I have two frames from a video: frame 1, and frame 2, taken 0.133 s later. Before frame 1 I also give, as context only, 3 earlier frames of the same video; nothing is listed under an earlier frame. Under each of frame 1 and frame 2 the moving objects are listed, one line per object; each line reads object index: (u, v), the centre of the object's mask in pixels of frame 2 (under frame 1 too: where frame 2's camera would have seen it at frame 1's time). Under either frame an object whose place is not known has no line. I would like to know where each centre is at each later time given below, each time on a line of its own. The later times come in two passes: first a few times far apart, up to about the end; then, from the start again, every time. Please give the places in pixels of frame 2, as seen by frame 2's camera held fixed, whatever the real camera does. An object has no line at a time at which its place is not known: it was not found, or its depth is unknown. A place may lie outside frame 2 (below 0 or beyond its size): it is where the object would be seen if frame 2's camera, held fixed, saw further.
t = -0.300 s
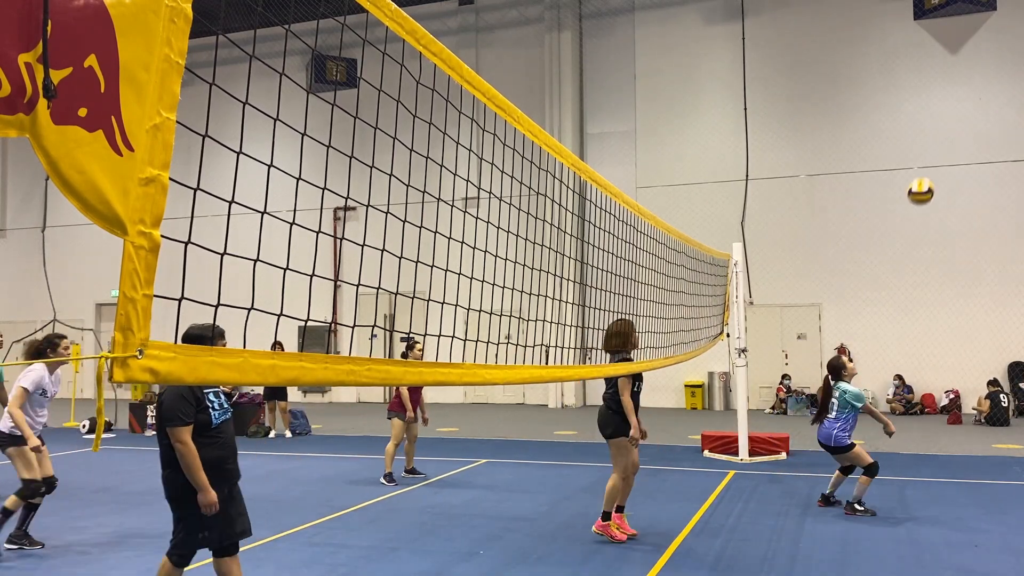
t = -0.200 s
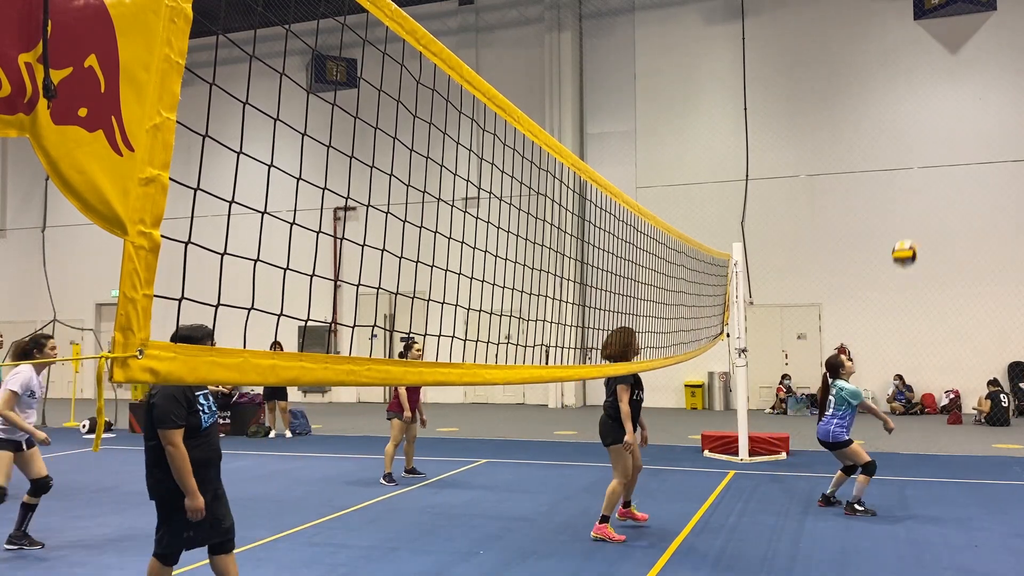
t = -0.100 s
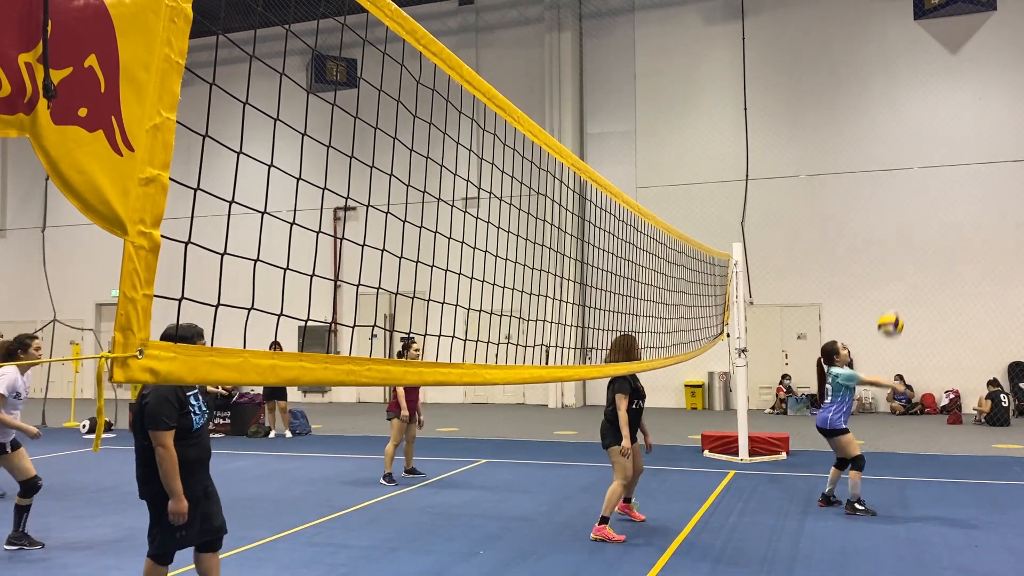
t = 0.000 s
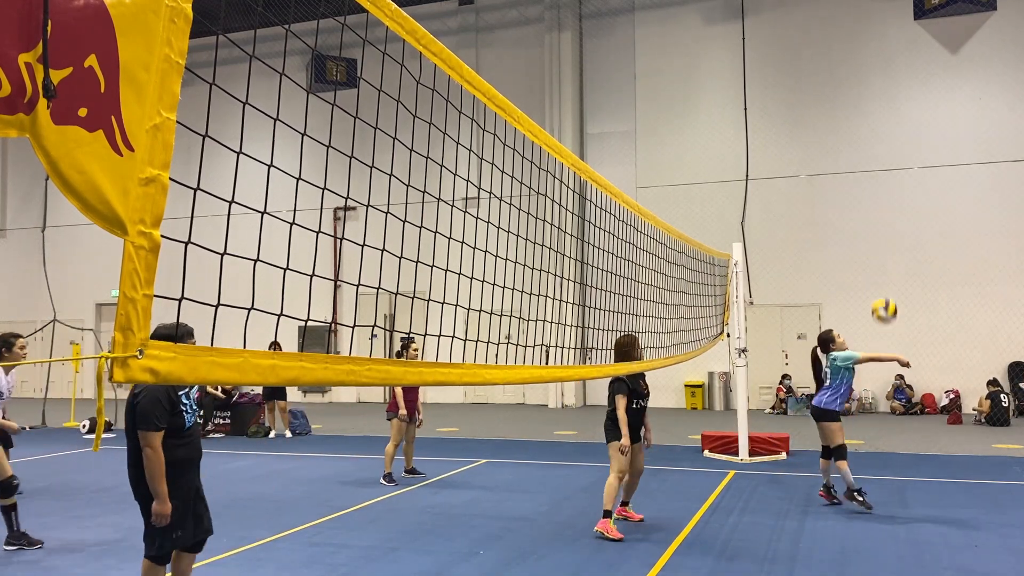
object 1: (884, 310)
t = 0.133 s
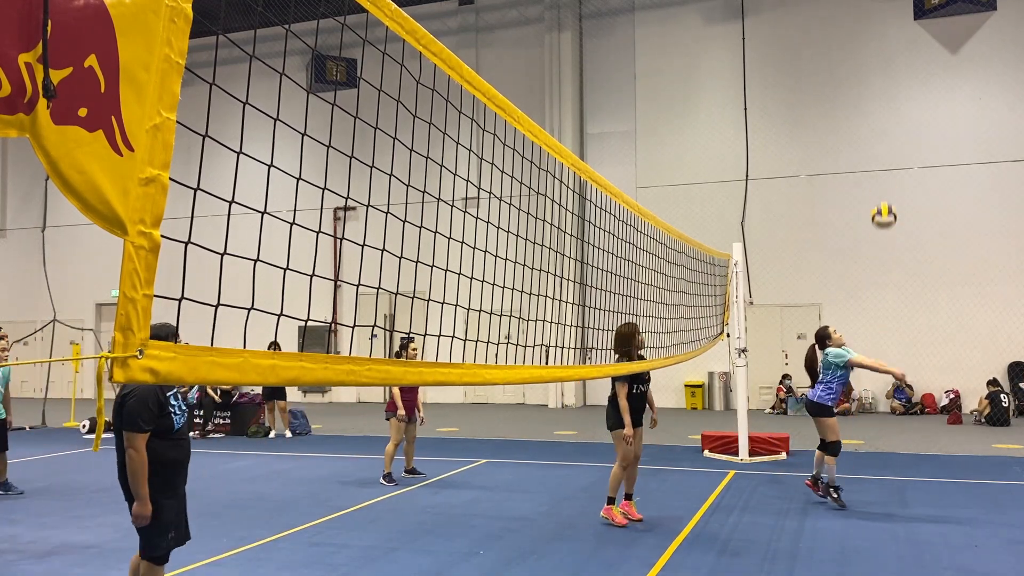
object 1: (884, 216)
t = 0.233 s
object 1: (884, 157)
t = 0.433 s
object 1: (887, 77)
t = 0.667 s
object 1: (892, 39)
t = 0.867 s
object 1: (899, 55)
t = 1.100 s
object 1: (908, 132)
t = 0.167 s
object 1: (884, 195)
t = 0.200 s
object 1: (884, 176)
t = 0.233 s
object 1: (884, 157)
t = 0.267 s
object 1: (884, 141)
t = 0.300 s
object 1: (884, 126)
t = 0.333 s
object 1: (885, 112)
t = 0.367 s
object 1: (885, 99)
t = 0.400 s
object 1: (886, 87)
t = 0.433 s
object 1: (887, 77)
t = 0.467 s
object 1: (887, 68)
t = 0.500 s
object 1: (888, 60)
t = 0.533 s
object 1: (889, 53)
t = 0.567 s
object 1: (890, 48)
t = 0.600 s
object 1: (890, 44)
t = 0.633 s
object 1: (891, 41)
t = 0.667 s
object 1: (892, 39)
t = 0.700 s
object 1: (893, 39)
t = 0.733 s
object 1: (894, 39)
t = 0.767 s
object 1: (895, 41)
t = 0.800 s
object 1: (896, 45)
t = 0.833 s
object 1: (897, 49)
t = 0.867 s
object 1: (899, 55)
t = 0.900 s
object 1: (900, 62)
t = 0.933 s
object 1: (901, 71)
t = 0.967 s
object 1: (902, 80)
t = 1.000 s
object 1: (903, 91)
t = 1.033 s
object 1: (905, 103)
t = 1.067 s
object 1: (906, 117)
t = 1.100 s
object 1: (908, 132)
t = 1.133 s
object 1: (909, 148)
